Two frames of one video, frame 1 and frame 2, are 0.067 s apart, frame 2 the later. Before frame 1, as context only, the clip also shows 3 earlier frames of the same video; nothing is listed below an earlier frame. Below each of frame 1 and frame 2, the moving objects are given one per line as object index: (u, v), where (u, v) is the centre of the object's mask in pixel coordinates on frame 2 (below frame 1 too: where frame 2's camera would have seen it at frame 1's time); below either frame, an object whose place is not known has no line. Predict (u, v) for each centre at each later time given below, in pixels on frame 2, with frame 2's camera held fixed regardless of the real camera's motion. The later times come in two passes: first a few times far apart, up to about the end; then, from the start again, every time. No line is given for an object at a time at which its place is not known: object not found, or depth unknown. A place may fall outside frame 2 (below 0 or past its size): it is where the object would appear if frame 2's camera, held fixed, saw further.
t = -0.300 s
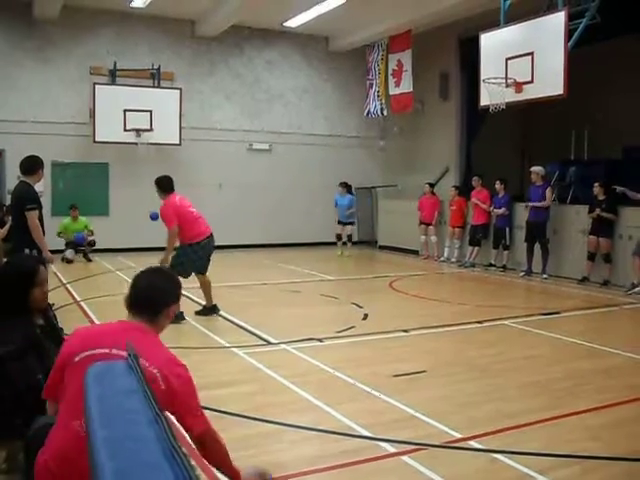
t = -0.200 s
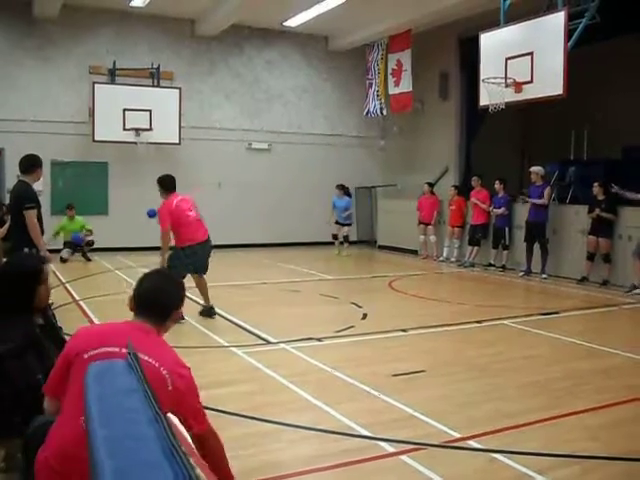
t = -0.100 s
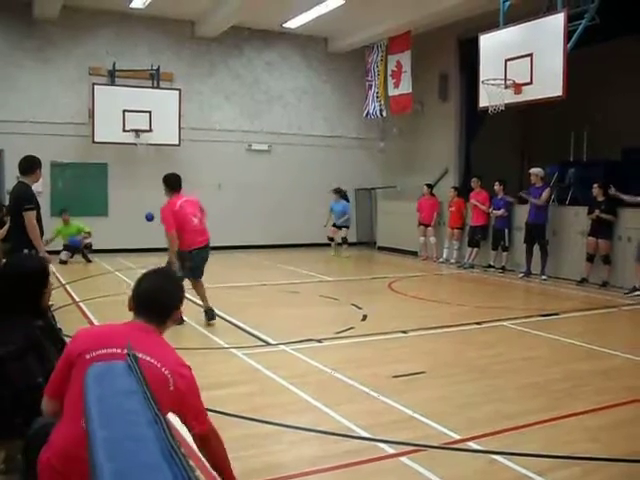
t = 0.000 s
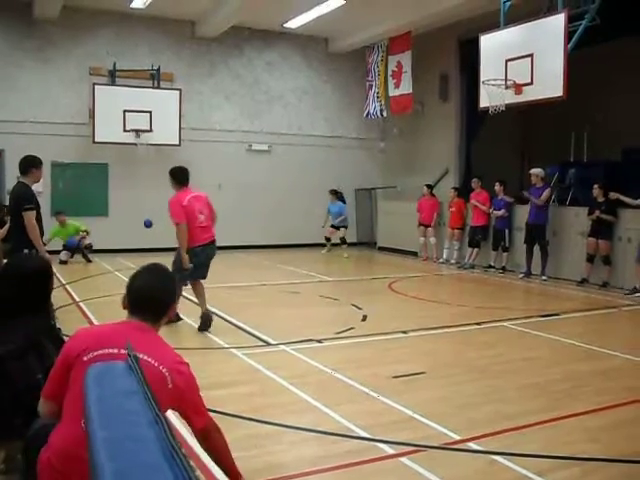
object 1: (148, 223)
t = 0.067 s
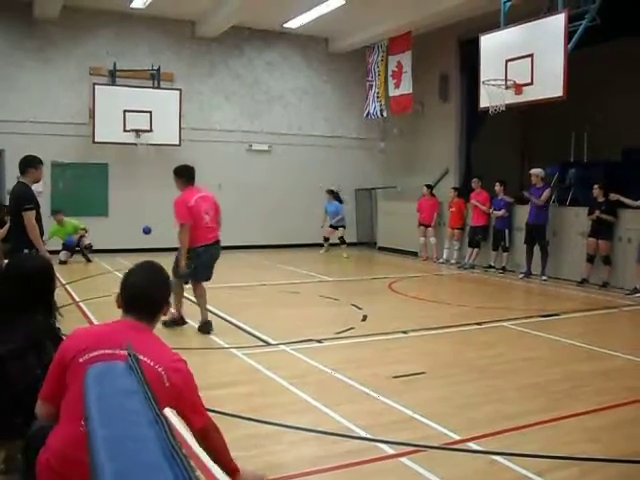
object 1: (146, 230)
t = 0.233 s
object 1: (143, 248)
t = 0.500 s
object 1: (134, 236)
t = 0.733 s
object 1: (128, 247)
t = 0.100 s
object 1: (146, 234)
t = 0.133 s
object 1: (145, 238)
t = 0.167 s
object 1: (145, 243)
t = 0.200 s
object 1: (144, 248)
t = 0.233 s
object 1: (143, 248)
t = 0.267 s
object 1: (142, 245)
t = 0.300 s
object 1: (141, 242)
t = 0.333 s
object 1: (140, 240)
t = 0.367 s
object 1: (138, 238)
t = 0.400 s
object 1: (137, 237)
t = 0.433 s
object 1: (137, 237)
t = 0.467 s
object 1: (135, 236)
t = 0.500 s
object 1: (134, 236)
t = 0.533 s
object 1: (133, 236)
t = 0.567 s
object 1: (132, 238)
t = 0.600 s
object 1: (131, 239)
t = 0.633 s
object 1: (130, 241)
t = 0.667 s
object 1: (129, 243)
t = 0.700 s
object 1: (128, 245)
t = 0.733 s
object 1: (128, 247)
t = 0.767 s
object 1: (128, 247)
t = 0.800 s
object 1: (127, 247)
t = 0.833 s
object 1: (127, 247)
